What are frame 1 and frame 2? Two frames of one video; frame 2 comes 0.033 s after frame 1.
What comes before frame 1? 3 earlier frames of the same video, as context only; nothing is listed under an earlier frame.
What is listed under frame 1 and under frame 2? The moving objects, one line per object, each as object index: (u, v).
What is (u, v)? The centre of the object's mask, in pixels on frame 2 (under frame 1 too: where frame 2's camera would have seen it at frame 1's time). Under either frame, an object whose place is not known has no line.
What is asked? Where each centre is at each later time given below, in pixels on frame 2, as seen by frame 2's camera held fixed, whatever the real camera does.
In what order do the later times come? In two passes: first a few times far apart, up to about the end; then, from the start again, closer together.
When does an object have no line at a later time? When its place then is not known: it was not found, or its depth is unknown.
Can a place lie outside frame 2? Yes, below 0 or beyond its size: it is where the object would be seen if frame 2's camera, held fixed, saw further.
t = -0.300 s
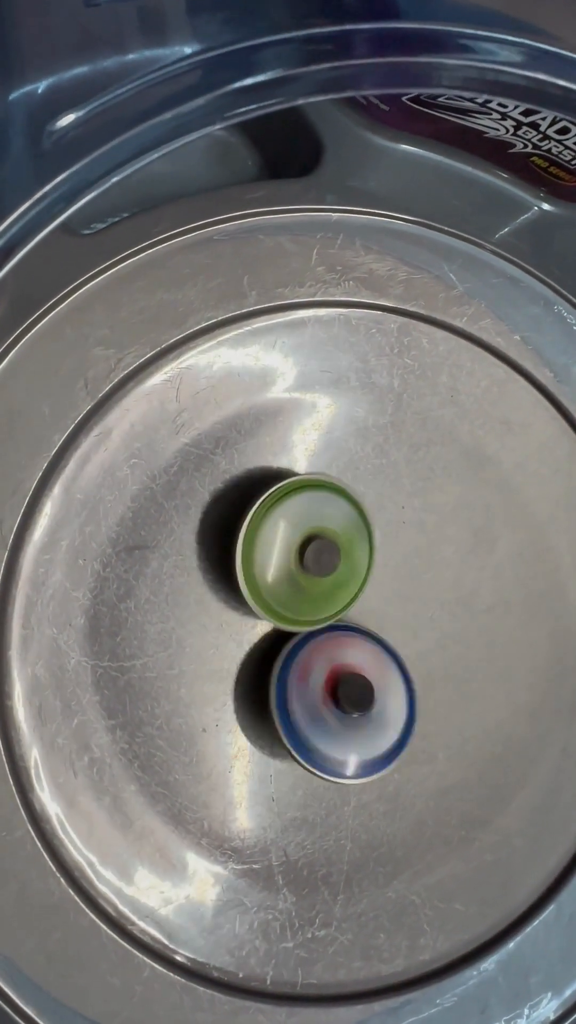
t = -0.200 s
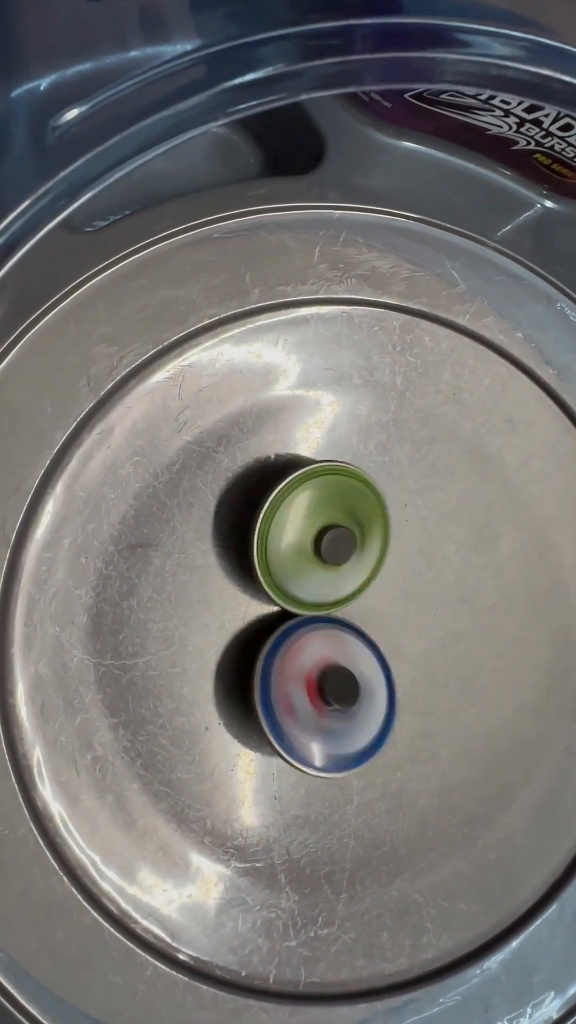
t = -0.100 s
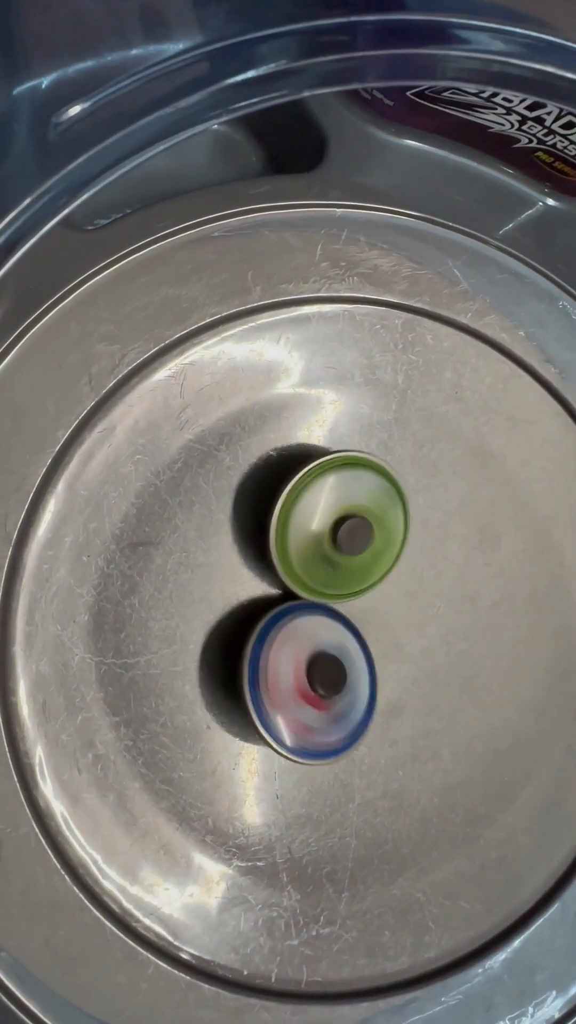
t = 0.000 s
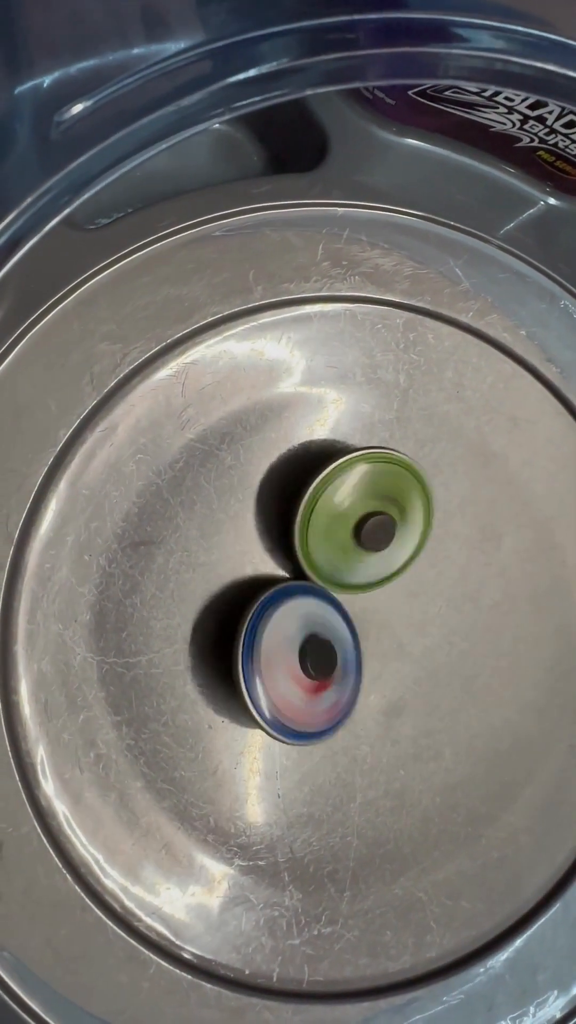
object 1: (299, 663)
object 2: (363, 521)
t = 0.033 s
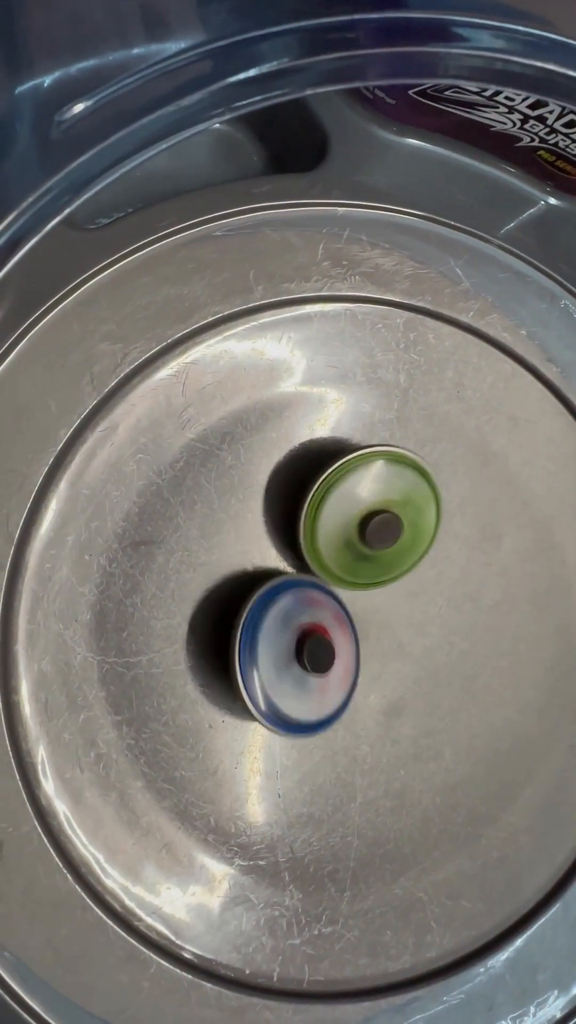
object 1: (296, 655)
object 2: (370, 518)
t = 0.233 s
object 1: (287, 614)
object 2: (405, 526)
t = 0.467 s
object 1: (286, 561)
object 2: (421, 566)
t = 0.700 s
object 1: (295, 517)
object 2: (385, 616)
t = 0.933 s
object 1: (319, 499)
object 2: (313, 757)
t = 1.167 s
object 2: (408, 800)
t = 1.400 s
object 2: (462, 723)
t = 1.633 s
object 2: (462, 717)
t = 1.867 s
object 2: (442, 694)
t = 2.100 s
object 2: (378, 746)
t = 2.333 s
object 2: (375, 735)
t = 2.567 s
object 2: (379, 729)
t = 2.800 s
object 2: (384, 729)
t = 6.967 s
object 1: (384, 601)
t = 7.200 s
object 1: (377, 606)
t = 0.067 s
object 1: (294, 649)
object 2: (377, 518)
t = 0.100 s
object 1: (292, 643)
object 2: (382, 518)
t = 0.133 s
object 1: (290, 634)
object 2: (389, 519)
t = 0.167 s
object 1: (289, 628)
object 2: (395, 520)
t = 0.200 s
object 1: (288, 622)
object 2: (401, 522)
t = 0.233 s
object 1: (287, 614)
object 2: (405, 526)
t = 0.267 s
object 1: (287, 607)
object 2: (411, 529)
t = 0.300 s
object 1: (286, 598)
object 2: (415, 534)
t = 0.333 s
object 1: (286, 591)
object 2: (418, 539)
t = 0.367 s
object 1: (286, 583)
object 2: (421, 546)
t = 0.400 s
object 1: (286, 575)
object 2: (422, 551)
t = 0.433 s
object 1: (286, 567)
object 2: (422, 560)
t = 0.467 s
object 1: (286, 561)
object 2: (421, 566)
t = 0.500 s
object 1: (287, 554)
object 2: (419, 574)
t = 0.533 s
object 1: (287, 547)
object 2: (417, 582)
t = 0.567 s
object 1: (289, 541)
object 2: (414, 589)
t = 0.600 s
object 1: (290, 535)
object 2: (408, 595)
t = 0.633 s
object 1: (292, 529)
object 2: (403, 600)
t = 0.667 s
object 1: (294, 523)
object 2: (395, 607)
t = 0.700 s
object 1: (295, 517)
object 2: (385, 616)
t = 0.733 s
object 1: (299, 511)
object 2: (367, 629)
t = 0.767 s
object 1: (300, 508)
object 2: (354, 642)
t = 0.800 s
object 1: (304, 505)
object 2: (340, 657)
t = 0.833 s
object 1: (306, 501)
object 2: (327, 679)
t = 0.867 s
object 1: (311, 500)
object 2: (318, 704)
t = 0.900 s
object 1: (315, 499)
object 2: (313, 730)
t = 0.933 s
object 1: (319, 499)
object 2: (313, 757)
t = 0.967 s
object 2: (317, 779)
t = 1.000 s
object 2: (325, 795)
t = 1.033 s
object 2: (336, 806)
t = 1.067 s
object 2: (354, 812)
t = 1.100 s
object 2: (371, 814)
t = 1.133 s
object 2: (391, 809)
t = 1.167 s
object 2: (408, 800)
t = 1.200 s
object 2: (422, 788)
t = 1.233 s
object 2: (434, 775)
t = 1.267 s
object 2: (445, 761)
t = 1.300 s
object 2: (451, 749)
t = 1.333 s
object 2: (457, 738)
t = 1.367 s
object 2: (460, 729)
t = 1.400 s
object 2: (462, 723)
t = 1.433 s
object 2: (465, 718)
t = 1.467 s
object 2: (469, 714)
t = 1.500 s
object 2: (469, 714)
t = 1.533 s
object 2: (467, 716)
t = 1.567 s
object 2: (464, 719)
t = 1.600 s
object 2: (463, 720)
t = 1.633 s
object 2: (462, 717)
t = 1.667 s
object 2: (462, 711)
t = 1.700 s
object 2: (463, 704)
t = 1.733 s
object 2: (465, 696)
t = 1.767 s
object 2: (465, 690)
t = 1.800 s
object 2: (461, 690)
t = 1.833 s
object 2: (454, 691)
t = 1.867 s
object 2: (442, 694)
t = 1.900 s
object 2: (431, 700)
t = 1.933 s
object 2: (420, 708)
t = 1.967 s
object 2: (411, 717)
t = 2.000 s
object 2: (401, 726)
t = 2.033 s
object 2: (393, 736)
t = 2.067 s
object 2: (384, 741)
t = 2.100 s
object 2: (378, 746)
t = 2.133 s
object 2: (374, 749)
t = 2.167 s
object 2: (371, 749)
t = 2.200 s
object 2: (370, 748)
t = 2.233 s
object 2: (373, 746)
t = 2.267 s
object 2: (373, 743)
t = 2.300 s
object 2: (374, 739)
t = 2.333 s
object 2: (375, 735)
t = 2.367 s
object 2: (377, 733)
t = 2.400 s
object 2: (378, 732)
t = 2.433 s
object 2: (379, 731)
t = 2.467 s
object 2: (379, 730)
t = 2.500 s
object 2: (379, 730)
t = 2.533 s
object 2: (379, 729)
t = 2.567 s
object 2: (379, 729)
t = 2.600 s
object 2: (380, 729)
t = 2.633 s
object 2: (382, 729)
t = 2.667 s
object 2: (383, 729)
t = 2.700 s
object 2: (384, 729)
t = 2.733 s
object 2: (385, 729)
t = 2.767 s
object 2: (385, 729)
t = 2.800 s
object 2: (384, 729)
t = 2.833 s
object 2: (384, 729)
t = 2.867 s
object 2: (382, 729)
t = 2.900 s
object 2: (381, 729)
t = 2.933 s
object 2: (380, 730)
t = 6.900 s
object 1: (384, 603)
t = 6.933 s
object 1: (383, 603)
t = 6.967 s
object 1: (384, 601)
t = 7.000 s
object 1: (384, 601)
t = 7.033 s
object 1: (382, 600)
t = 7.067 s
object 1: (382, 600)
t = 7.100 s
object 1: (381, 602)
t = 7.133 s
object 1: (379, 602)
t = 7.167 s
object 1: (379, 605)
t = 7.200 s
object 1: (377, 606)
